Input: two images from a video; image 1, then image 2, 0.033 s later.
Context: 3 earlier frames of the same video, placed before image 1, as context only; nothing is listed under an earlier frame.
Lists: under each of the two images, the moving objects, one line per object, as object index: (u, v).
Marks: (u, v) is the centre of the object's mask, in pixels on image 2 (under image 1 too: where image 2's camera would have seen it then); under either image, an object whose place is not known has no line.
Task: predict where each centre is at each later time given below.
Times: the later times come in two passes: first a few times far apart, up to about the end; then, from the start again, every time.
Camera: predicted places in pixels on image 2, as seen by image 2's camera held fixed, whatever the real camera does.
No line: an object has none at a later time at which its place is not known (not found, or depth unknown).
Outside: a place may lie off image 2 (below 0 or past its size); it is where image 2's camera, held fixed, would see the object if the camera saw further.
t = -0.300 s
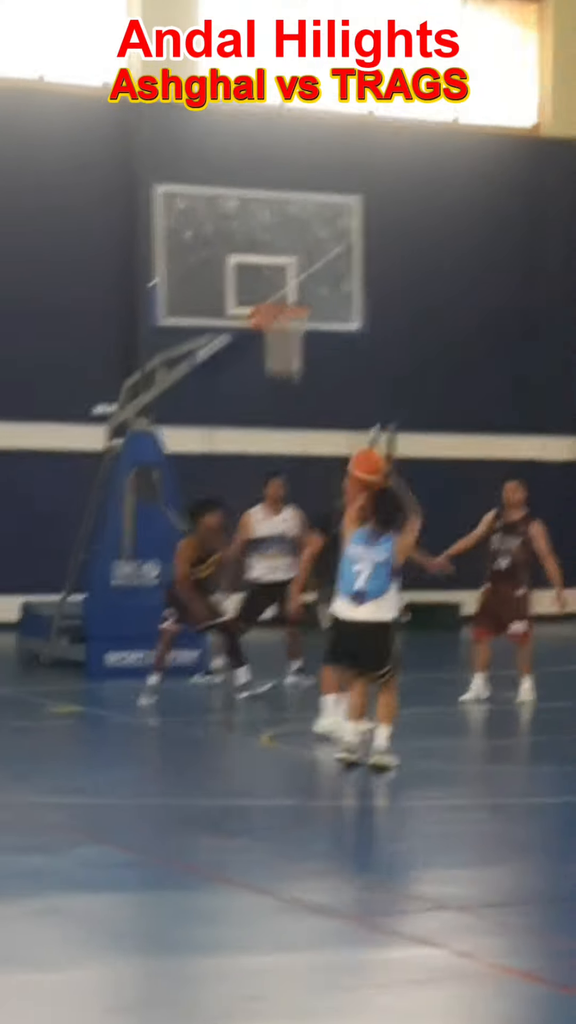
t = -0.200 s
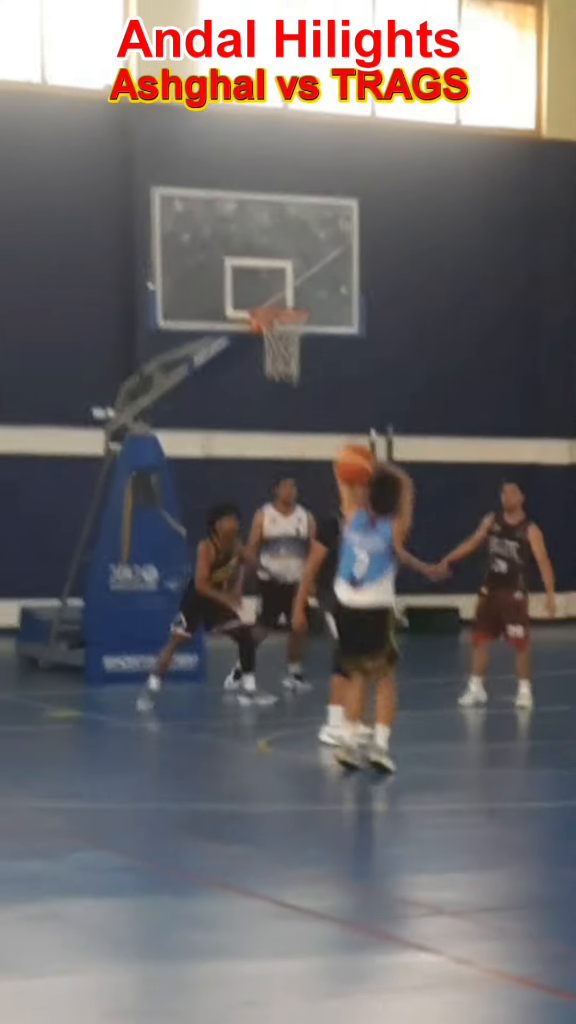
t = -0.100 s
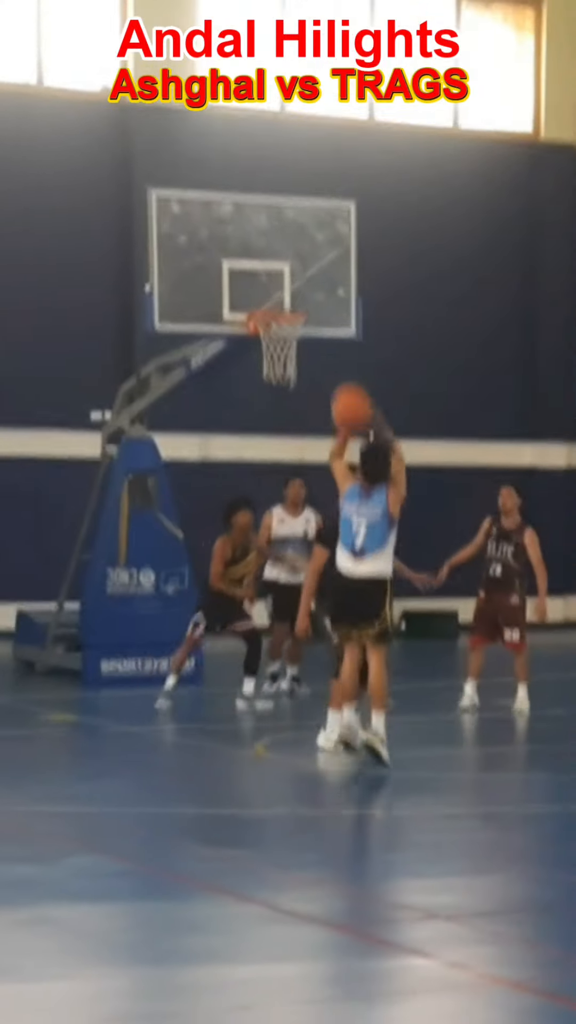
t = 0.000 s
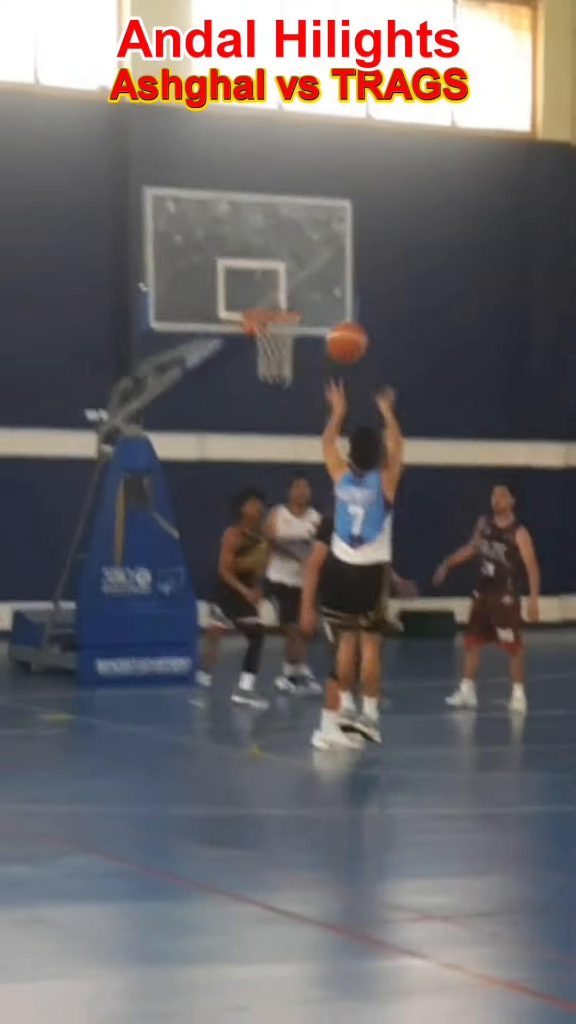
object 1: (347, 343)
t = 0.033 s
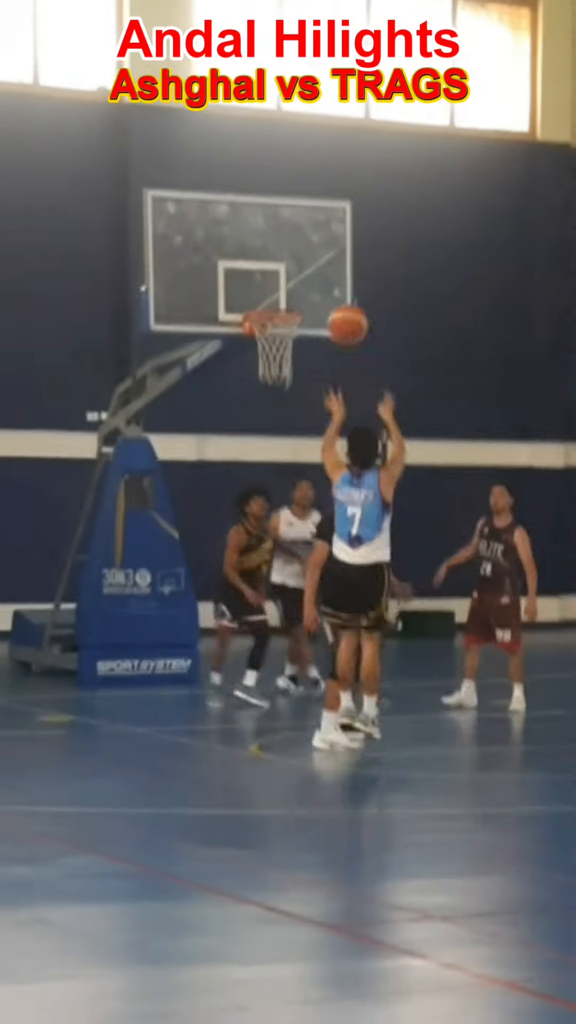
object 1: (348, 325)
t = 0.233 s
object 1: (353, 259)
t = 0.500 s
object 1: (358, 276)
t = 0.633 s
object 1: (362, 319)
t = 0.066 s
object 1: (348, 307)
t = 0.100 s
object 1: (349, 293)
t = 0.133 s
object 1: (350, 282)
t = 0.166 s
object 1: (351, 273)
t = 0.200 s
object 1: (352, 265)
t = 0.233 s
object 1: (353, 259)
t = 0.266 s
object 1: (353, 256)
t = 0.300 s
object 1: (354, 254)
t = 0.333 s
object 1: (355, 253)
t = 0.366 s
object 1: (356, 255)
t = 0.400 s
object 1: (356, 258)
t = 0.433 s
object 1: (357, 262)
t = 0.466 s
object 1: (358, 269)
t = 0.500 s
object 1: (358, 276)
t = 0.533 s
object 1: (360, 286)
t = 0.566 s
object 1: (361, 294)
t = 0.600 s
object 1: (361, 306)
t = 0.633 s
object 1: (362, 319)
